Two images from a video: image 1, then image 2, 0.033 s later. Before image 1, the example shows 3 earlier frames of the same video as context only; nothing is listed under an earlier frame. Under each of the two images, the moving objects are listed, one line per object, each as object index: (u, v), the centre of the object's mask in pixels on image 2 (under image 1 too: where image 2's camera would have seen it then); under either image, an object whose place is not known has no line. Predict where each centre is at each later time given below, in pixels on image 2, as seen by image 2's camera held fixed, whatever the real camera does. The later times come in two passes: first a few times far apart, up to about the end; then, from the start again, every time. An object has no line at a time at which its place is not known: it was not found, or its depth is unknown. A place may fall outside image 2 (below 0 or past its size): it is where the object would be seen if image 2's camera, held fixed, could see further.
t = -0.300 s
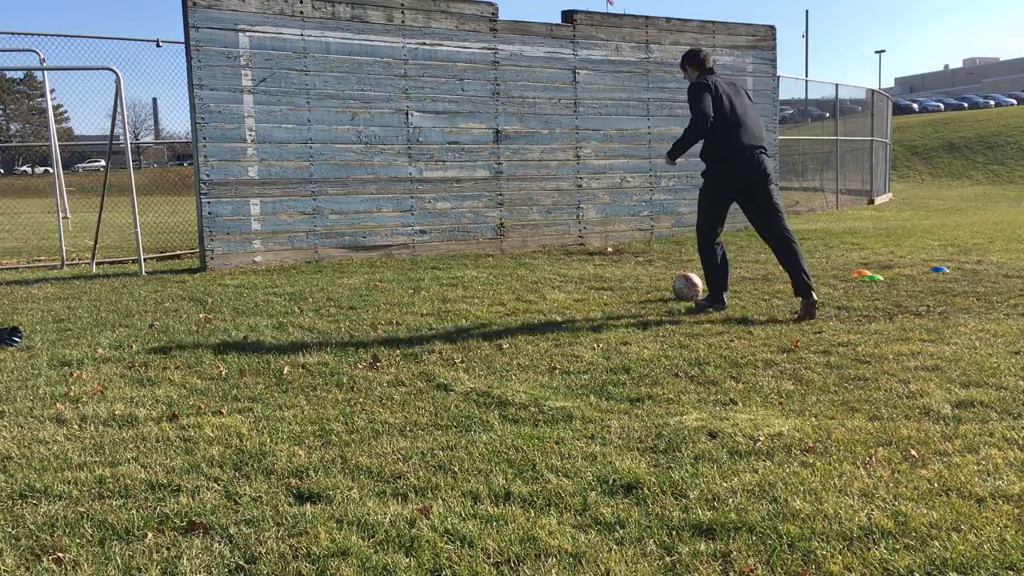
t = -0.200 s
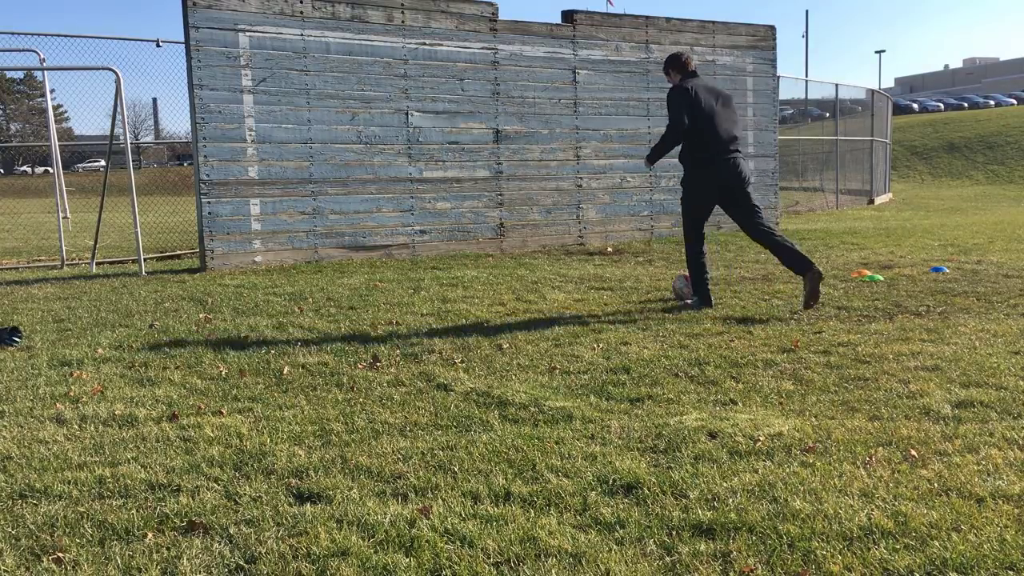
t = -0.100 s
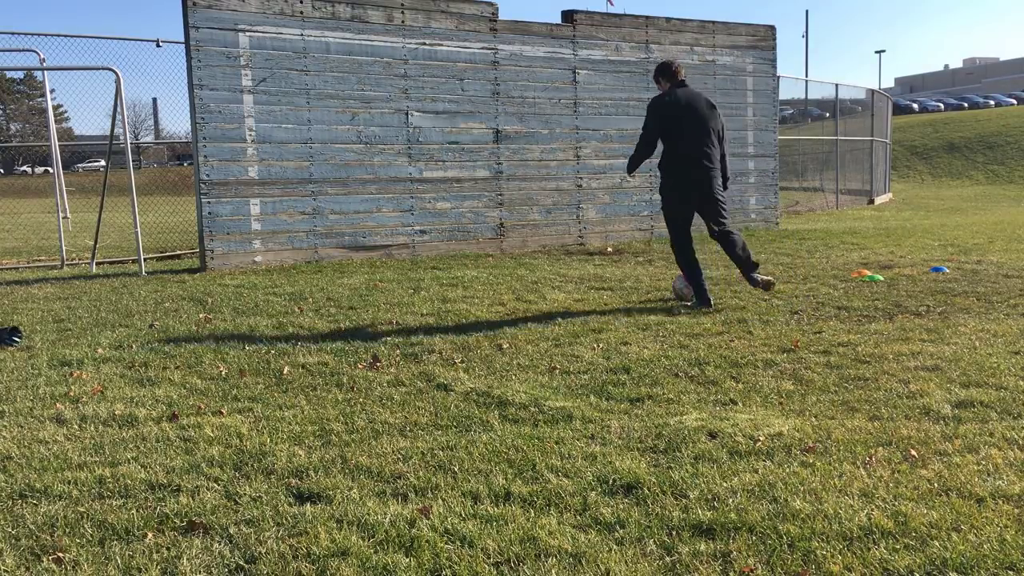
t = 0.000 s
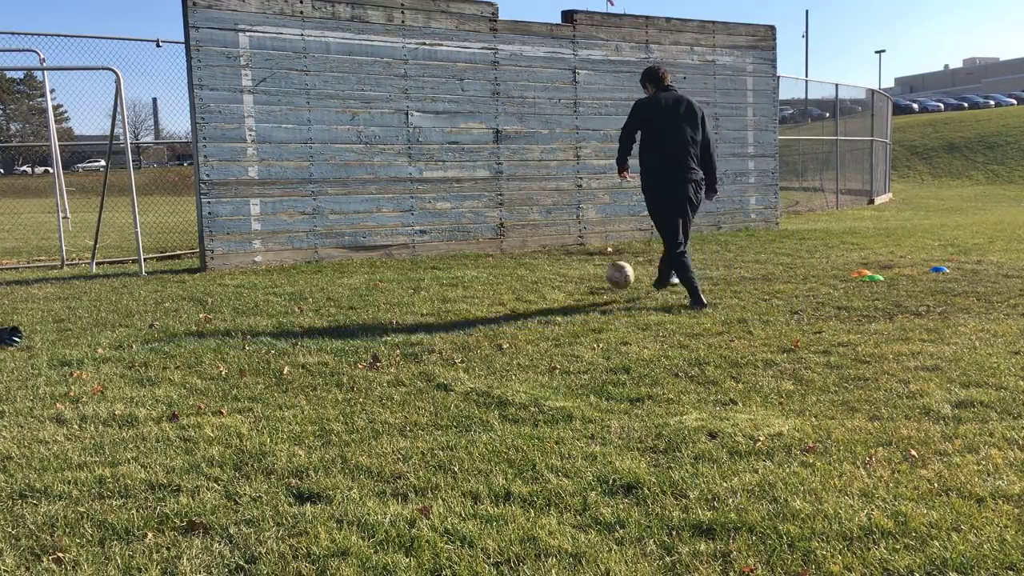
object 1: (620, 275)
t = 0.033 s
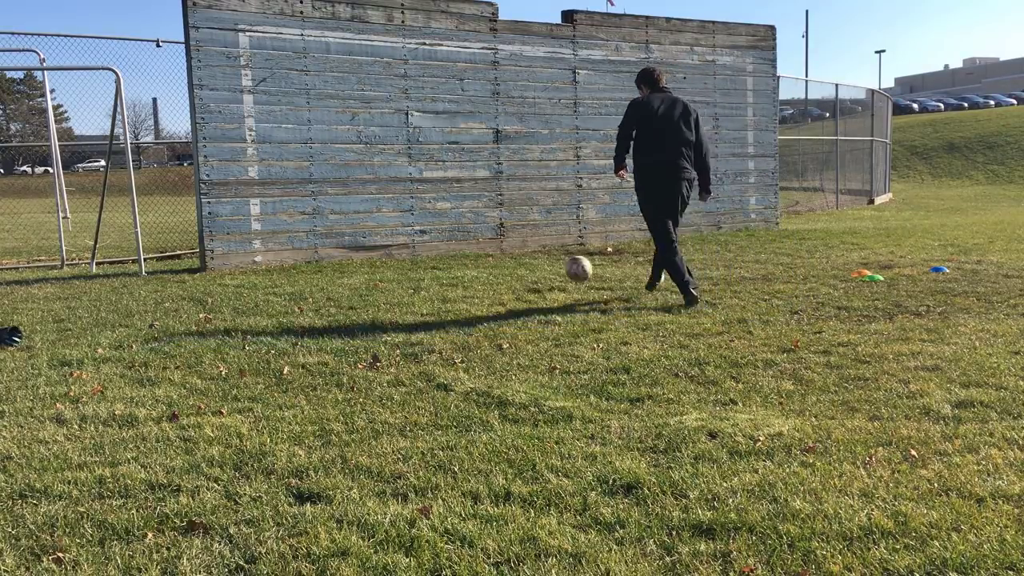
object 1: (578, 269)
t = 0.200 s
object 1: (423, 261)
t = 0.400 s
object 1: (385, 223)
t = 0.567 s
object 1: (441, 214)
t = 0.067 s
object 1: (541, 265)
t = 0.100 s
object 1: (507, 262)
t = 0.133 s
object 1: (476, 263)
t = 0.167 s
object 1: (448, 263)
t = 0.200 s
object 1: (423, 261)
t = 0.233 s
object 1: (402, 253)
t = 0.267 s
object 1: (382, 245)
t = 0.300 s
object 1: (365, 238)
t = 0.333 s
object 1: (365, 233)
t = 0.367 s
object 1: (374, 228)
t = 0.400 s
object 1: (385, 223)
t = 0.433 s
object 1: (395, 220)
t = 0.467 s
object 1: (406, 217)
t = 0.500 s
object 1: (417, 215)
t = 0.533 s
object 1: (429, 214)
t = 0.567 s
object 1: (441, 214)
